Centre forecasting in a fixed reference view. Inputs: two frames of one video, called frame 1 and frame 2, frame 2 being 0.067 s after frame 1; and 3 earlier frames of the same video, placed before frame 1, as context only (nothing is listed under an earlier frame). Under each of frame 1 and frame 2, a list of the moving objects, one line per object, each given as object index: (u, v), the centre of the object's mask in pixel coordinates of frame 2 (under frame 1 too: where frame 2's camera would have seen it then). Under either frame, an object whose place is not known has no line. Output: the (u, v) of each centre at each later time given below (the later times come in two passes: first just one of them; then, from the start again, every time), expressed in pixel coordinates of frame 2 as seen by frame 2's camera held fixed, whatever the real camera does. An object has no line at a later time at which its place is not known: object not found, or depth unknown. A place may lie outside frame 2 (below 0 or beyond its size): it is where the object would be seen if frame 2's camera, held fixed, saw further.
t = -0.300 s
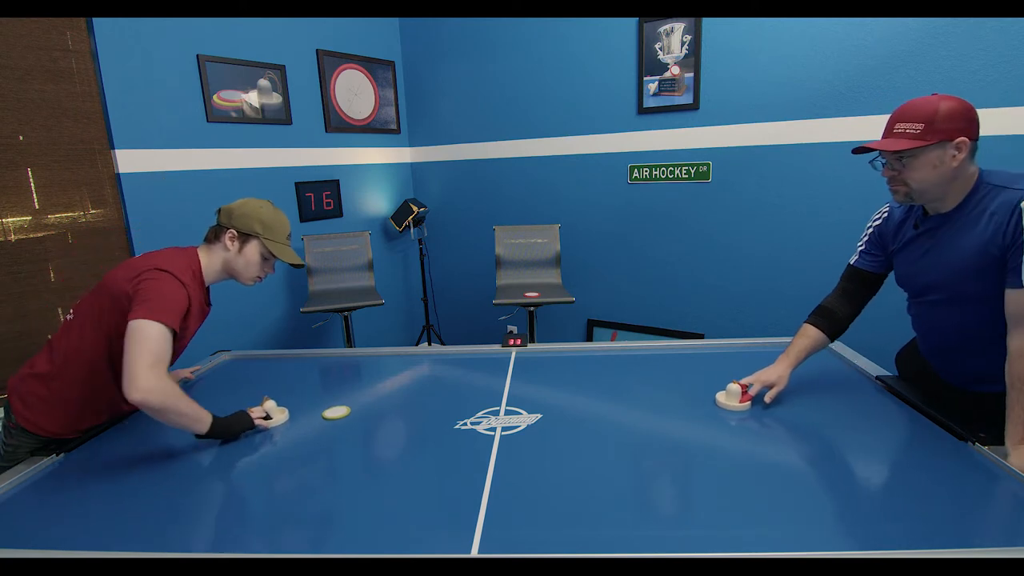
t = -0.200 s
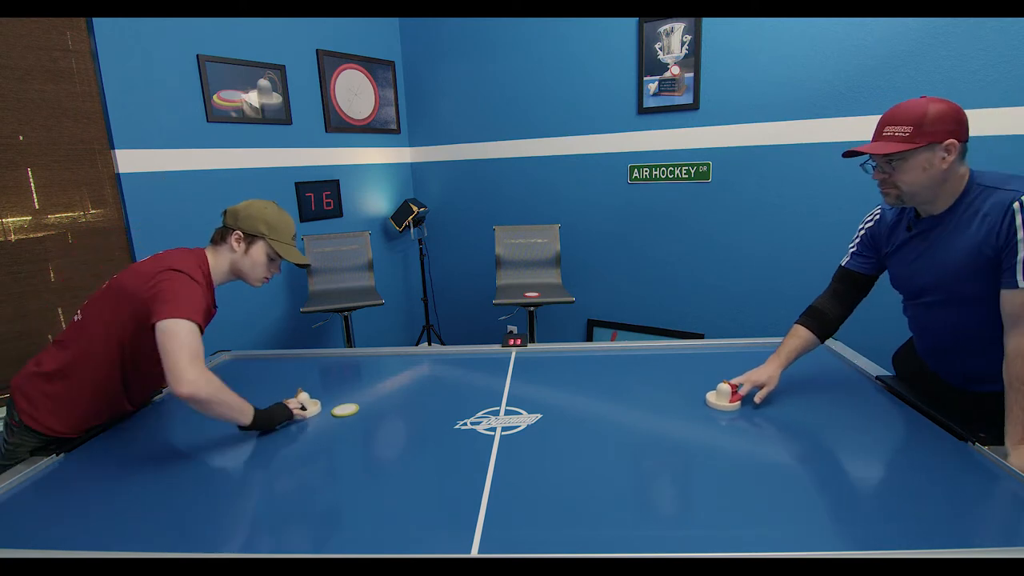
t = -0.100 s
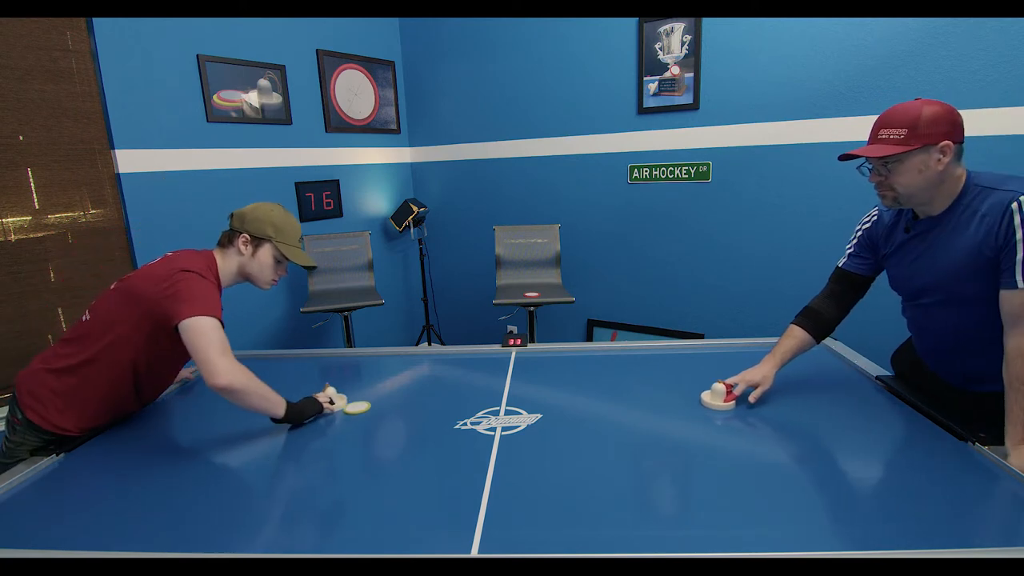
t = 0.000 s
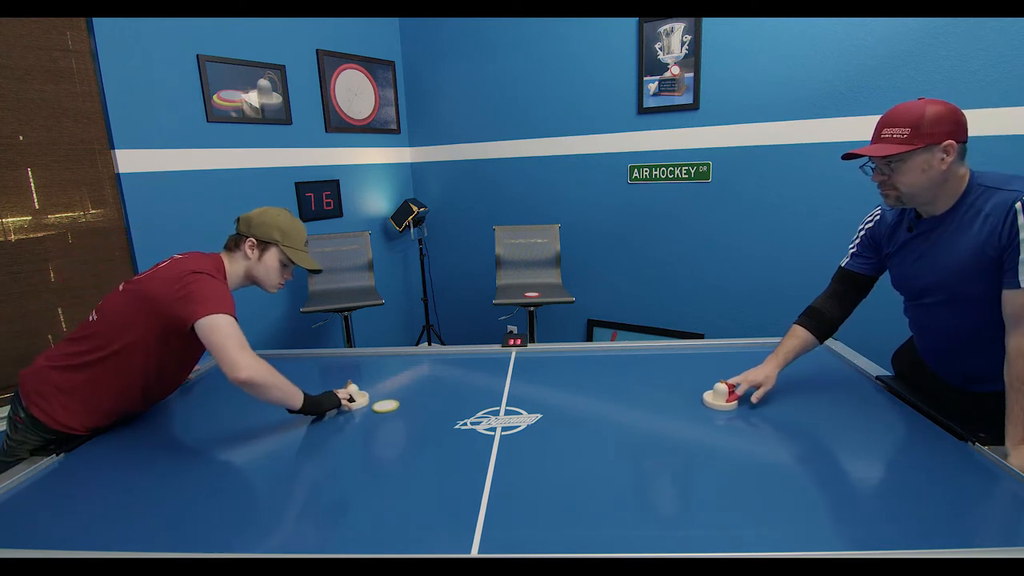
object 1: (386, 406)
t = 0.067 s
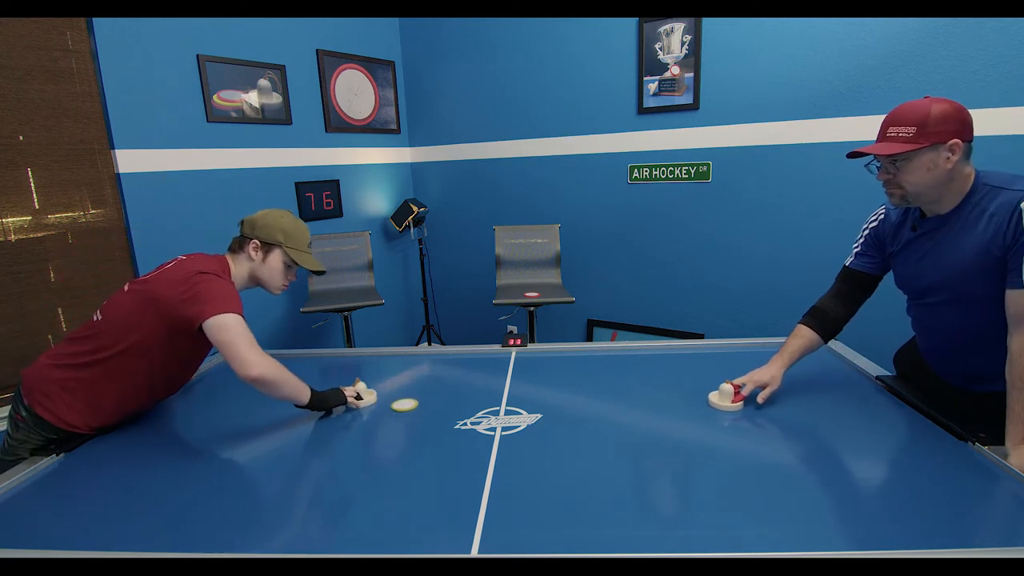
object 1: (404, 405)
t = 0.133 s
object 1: (423, 404)
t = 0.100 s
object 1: (414, 404)
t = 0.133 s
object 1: (423, 404)
